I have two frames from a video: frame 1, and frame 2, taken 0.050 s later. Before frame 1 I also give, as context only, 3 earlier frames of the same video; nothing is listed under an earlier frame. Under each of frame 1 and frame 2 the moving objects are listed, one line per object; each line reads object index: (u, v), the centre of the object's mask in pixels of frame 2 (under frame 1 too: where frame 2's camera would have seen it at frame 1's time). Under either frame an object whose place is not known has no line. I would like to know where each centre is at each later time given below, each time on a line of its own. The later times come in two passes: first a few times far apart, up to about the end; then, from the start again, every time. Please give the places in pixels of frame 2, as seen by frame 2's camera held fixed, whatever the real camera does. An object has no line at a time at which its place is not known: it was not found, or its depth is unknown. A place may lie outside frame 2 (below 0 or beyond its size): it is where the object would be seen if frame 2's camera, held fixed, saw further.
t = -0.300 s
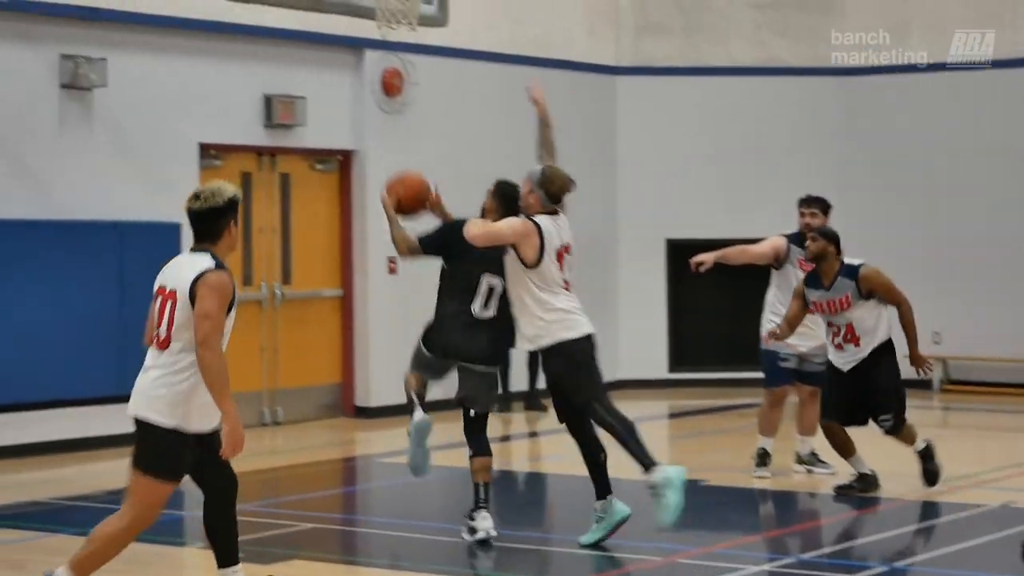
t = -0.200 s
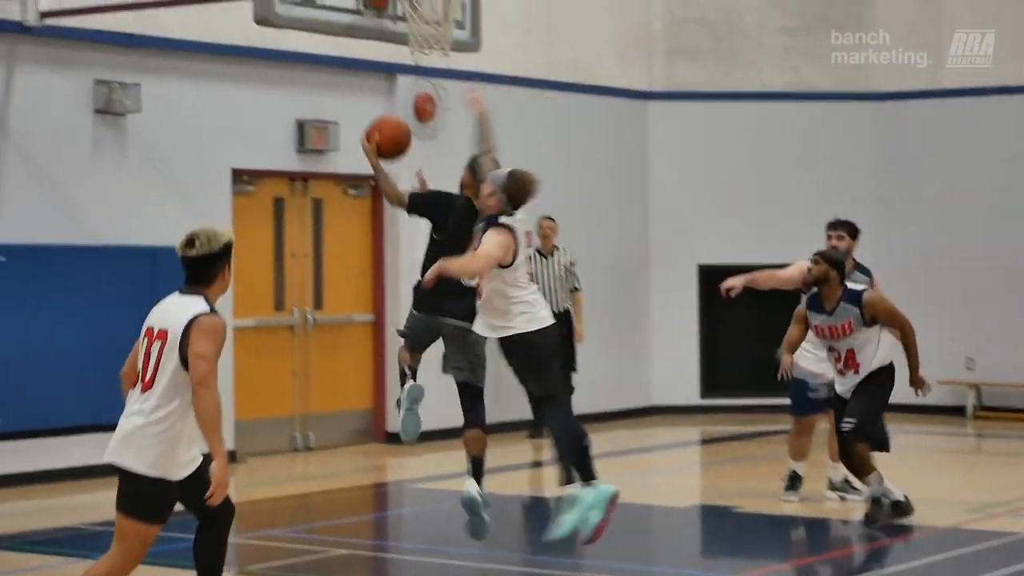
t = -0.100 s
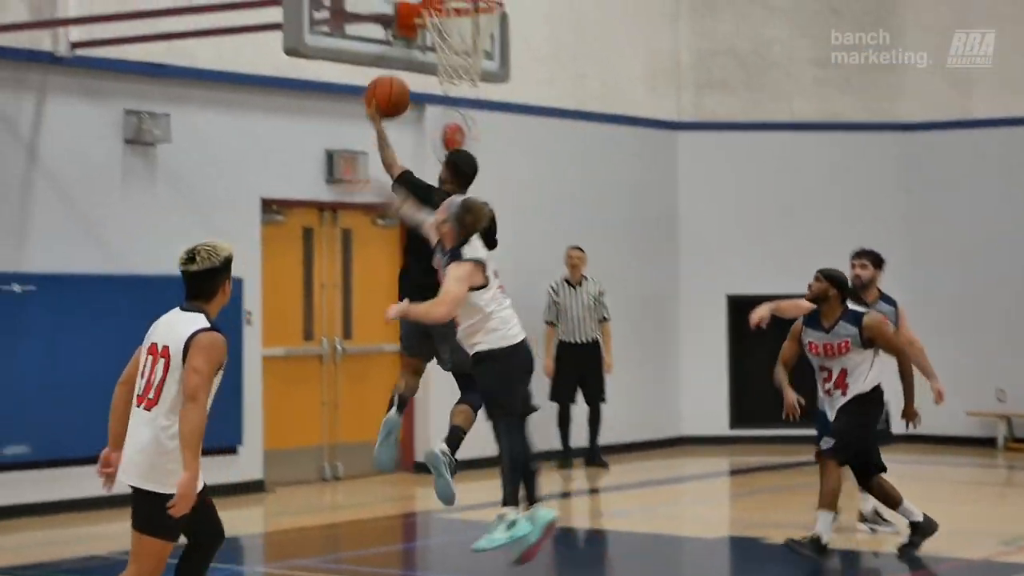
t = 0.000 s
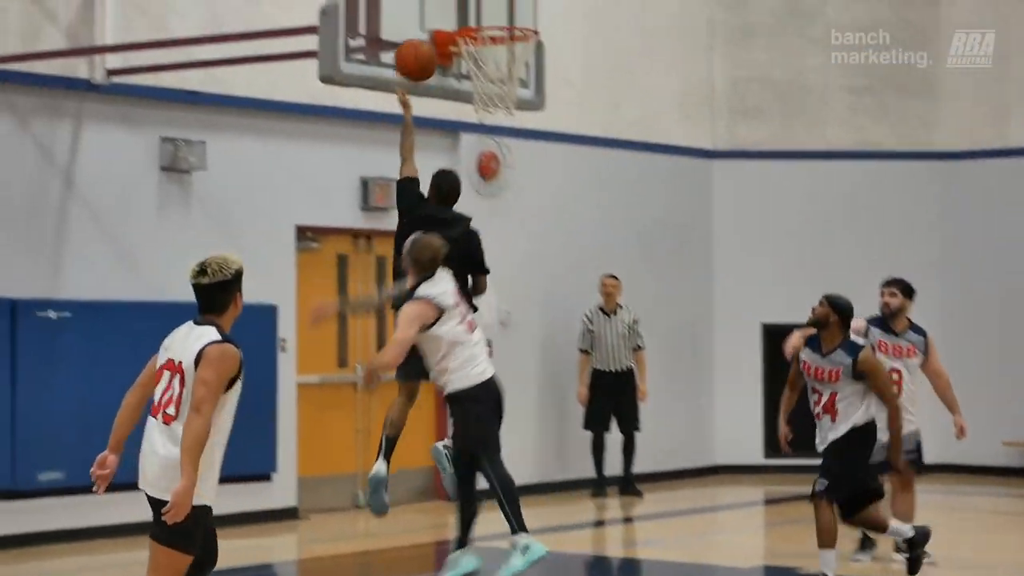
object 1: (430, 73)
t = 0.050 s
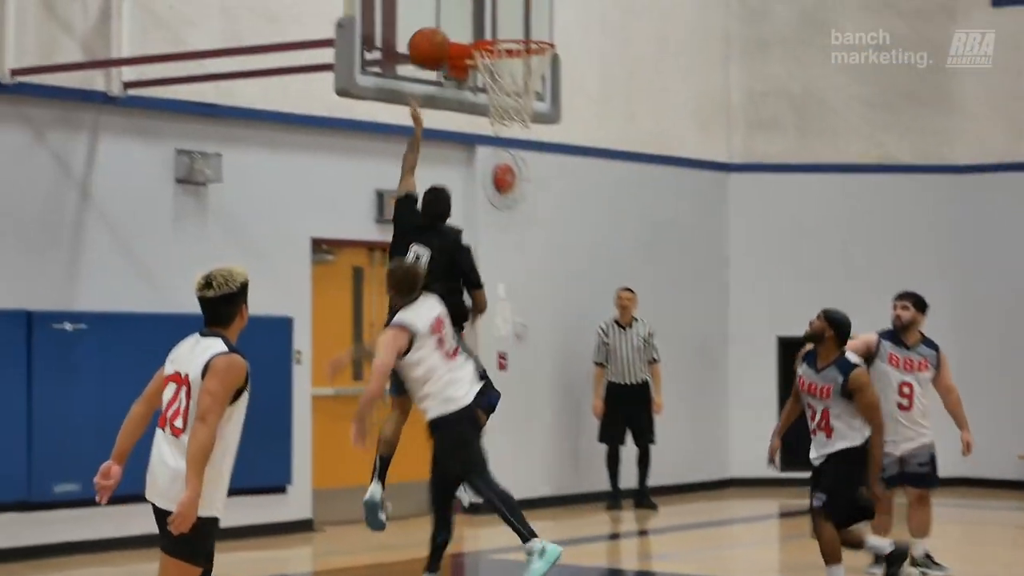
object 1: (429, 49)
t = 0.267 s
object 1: (475, 5)
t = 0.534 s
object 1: (520, 26)
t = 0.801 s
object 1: (521, 87)
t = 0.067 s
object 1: (429, 42)
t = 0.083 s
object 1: (428, 35)
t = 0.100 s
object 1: (428, 28)
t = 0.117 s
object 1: (429, 24)
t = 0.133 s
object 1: (434, 20)
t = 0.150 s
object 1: (440, 16)
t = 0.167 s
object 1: (444, 13)
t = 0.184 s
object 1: (449, 10)
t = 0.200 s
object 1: (454, 8)
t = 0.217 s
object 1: (459, 7)
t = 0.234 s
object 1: (464, 5)
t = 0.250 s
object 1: (469, 5)
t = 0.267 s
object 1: (475, 5)
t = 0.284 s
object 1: (480, 5)
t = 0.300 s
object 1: (485, 6)
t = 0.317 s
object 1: (489, 7)
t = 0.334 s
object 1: (494, 9)
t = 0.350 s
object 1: (499, 11)
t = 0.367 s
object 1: (504, 14)
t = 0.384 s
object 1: (510, 17)
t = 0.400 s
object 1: (515, 21)
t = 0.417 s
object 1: (518, 23)
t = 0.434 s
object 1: (519, 22)
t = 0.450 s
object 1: (519, 22)
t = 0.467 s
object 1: (519, 22)
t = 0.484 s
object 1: (519, 23)
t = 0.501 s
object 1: (519, 24)
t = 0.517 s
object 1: (520, 24)
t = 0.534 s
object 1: (520, 26)
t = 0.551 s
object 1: (520, 27)
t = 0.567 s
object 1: (521, 29)
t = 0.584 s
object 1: (521, 31)
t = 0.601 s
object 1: (520, 40)
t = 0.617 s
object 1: (521, 47)
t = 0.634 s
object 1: (521, 52)
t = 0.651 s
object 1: (520, 59)
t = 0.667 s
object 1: (522, 61)
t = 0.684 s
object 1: (521, 63)
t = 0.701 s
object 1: (520, 67)
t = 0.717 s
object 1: (519, 73)
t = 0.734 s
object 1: (521, 77)
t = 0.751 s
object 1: (520, 79)
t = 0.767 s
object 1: (520, 83)
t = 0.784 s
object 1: (520, 85)
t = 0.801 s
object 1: (521, 87)
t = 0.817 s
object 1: (521, 90)
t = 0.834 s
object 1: (521, 92)
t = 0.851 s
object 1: (521, 94)
